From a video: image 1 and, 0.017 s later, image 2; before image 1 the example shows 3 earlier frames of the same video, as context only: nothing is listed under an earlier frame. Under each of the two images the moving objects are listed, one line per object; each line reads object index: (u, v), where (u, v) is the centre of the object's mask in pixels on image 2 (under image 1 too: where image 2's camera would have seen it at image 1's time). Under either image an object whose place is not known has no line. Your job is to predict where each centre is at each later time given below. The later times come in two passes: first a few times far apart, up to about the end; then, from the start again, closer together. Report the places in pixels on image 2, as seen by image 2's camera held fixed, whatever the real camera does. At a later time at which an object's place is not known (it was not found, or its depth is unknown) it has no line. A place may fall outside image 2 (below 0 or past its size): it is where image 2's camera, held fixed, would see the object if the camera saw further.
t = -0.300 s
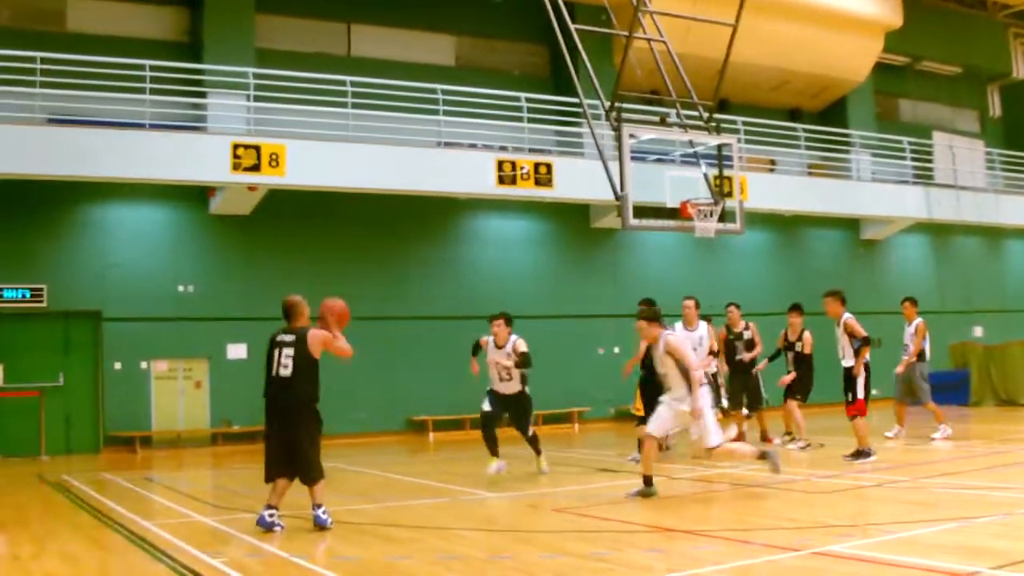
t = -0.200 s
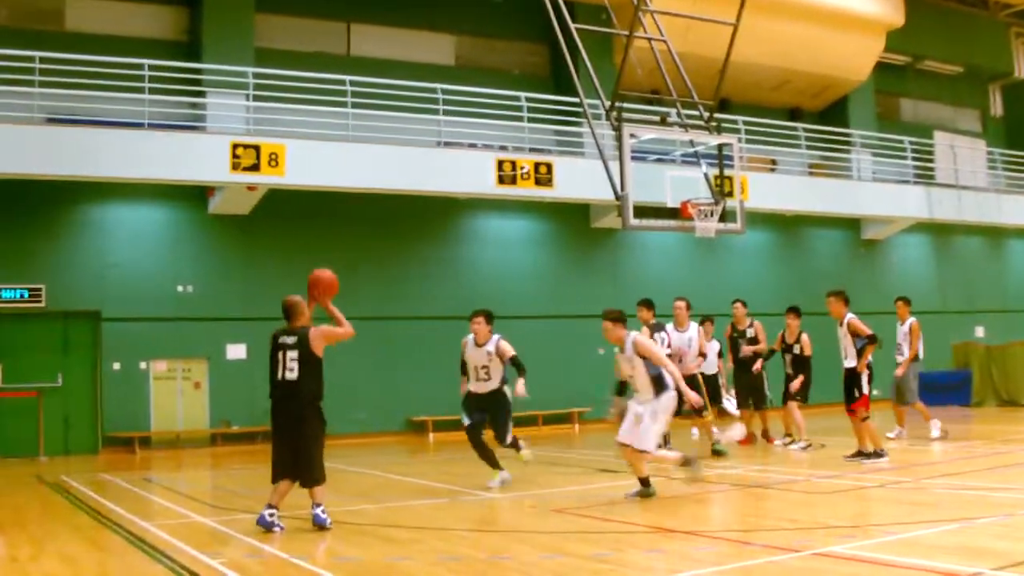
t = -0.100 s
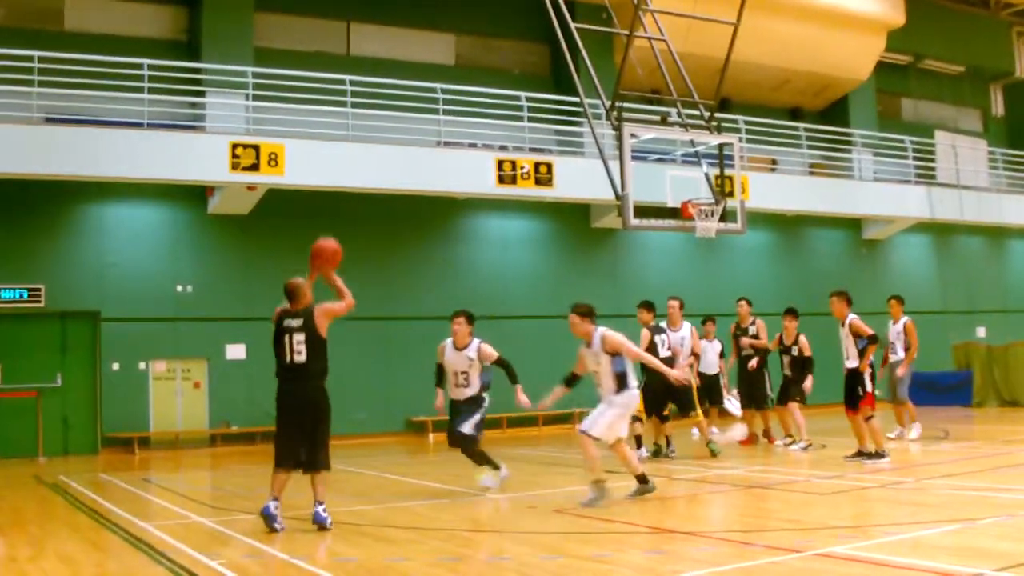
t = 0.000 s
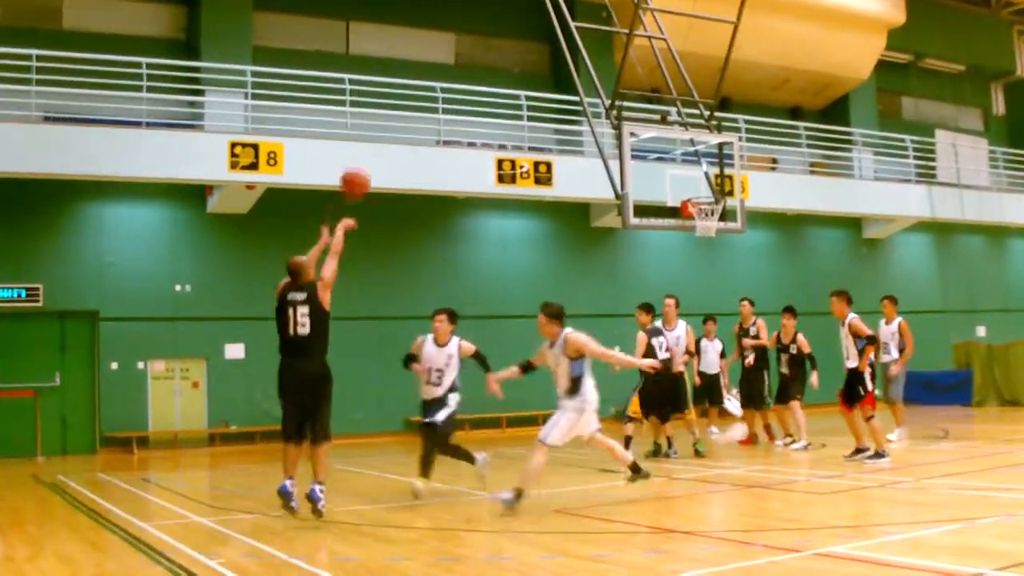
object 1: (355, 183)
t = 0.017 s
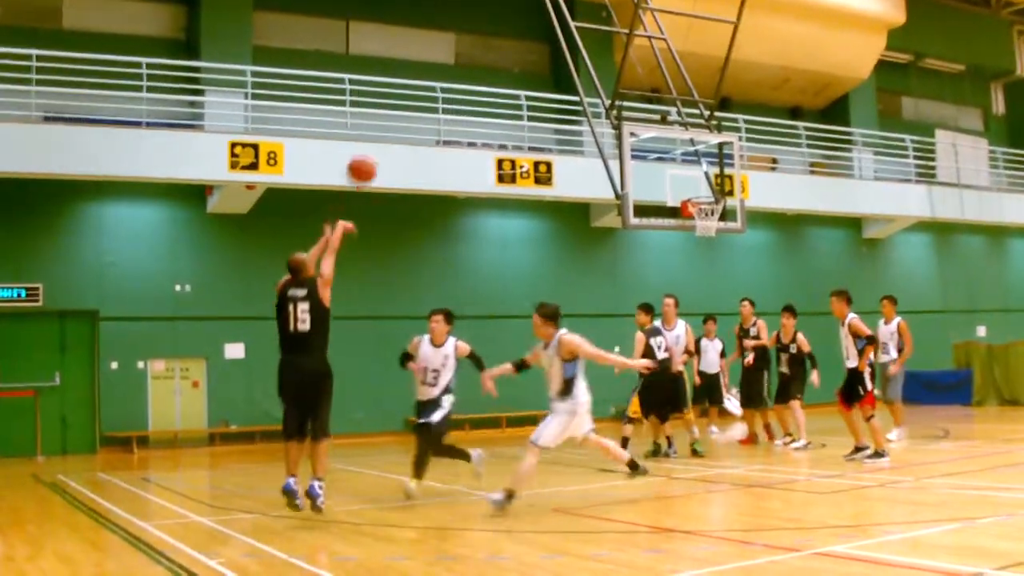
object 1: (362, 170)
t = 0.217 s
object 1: (441, 65)
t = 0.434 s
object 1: (508, 12)
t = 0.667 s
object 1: (572, 14)
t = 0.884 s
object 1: (624, 56)
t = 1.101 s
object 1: (670, 132)
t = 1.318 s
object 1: (685, 176)
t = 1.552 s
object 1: (654, 160)
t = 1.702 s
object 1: (632, 175)
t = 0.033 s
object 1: (368, 159)
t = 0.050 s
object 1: (375, 148)
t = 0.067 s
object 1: (382, 137)
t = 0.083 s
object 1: (389, 127)
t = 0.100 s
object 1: (395, 117)
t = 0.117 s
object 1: (402, 107)
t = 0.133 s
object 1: (408, 99)
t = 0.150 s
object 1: (415, 91)
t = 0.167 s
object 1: (421, 83)
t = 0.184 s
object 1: (427, 74)
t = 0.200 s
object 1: (434, 69)
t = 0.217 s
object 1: (441, 65)
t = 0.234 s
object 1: (445, 57)
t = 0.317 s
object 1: (472, 32)
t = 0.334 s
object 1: (477, 28)
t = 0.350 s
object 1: (482, 24)
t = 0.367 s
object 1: (488, 21)
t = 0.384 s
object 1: (493, 18)
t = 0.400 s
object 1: (498, 16)
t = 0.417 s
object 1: (503, 14)
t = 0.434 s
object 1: (508, 12)
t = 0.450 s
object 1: (513, 10)
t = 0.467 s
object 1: (517, 9)
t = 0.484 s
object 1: (522, 8)
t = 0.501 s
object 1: (528, 8)
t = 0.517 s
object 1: (531, 8)
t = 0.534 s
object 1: (537, 8)
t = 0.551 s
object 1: (541, 8)
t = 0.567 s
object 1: (545, 8)
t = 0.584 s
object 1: (550, 8)
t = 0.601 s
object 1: (554, 8)
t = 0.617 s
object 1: (560, 9)
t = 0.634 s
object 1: (564, 10)
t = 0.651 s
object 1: (567, 13)
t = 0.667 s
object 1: (572, 14)
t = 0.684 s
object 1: (576, 16)
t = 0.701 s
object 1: (580, 18)
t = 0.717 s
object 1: (586, 21)
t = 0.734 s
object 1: (588, 24)
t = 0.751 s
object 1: (593, 26)
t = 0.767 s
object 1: (597, 29)
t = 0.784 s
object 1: (600, 33)
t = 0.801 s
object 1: (605, 36)
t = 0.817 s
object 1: (608, 41)
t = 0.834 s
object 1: (611, 45)
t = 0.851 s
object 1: (617, 47)
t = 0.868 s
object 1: (620, 51)
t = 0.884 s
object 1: (624, 56)
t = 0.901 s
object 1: (627, 61)
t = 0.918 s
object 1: (631, 66)
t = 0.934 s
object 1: (634, 71)
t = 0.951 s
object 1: (638, 75)
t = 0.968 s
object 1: (642, 82)
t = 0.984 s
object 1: (646, 87)
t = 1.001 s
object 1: (650, 92)
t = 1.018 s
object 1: (652, 98)
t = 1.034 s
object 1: (656, 103)
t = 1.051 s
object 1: (660, 111)
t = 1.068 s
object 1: (663, 118)
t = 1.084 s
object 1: (667, 124)
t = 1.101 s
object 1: (670, 132)
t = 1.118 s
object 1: (674, 140)
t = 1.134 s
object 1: (676, 146)
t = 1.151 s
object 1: (680, 154)
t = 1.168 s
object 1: (683, 160)
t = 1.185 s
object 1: (686, 168)
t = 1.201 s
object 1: (690, 177)
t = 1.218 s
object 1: (693, 184)
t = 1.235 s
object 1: (696, 191)
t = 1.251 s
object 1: (694, 188)
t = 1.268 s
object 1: (692, 185)
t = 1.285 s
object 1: (690, 182)
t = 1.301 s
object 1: (687, 179)
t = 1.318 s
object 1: (685, 176)
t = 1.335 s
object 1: (683, 174)
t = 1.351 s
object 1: (681, 171)
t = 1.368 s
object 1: (679, 169)
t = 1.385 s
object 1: (676, 166)
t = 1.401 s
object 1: (674, 165)
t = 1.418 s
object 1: (673, 164)
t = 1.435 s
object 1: (670, 163)
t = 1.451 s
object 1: (669, 162)
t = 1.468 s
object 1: (665, 161)
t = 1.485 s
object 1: (664, 161)
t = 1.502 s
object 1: (661, 160)
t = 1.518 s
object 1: (660, 160)
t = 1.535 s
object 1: (656, 159)
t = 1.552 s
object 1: (654, 160)
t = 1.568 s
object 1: (652, 160)
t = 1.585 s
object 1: (649, 161)
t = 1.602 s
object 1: (647, 162)
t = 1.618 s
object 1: (644, 164)
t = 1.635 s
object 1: (642, 165)
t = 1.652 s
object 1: (640, 167)
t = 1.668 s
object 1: (638, 169)
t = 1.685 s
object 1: (635, 172)
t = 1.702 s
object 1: (632, 175)
